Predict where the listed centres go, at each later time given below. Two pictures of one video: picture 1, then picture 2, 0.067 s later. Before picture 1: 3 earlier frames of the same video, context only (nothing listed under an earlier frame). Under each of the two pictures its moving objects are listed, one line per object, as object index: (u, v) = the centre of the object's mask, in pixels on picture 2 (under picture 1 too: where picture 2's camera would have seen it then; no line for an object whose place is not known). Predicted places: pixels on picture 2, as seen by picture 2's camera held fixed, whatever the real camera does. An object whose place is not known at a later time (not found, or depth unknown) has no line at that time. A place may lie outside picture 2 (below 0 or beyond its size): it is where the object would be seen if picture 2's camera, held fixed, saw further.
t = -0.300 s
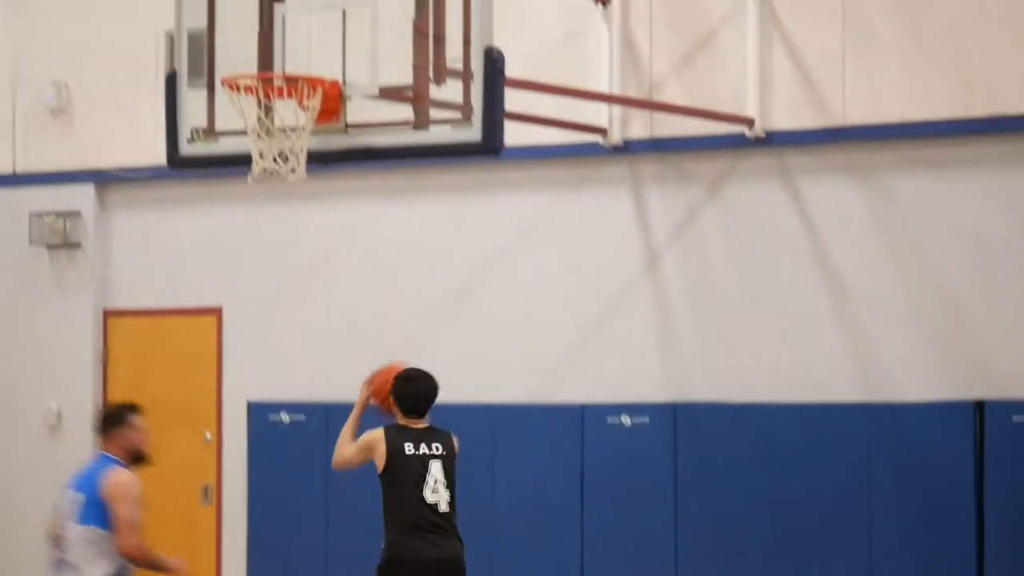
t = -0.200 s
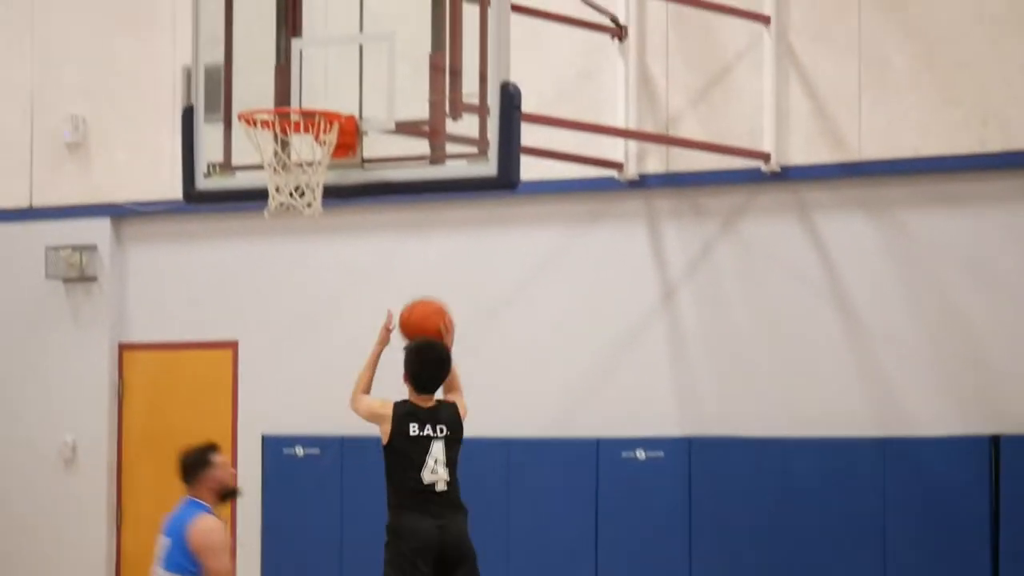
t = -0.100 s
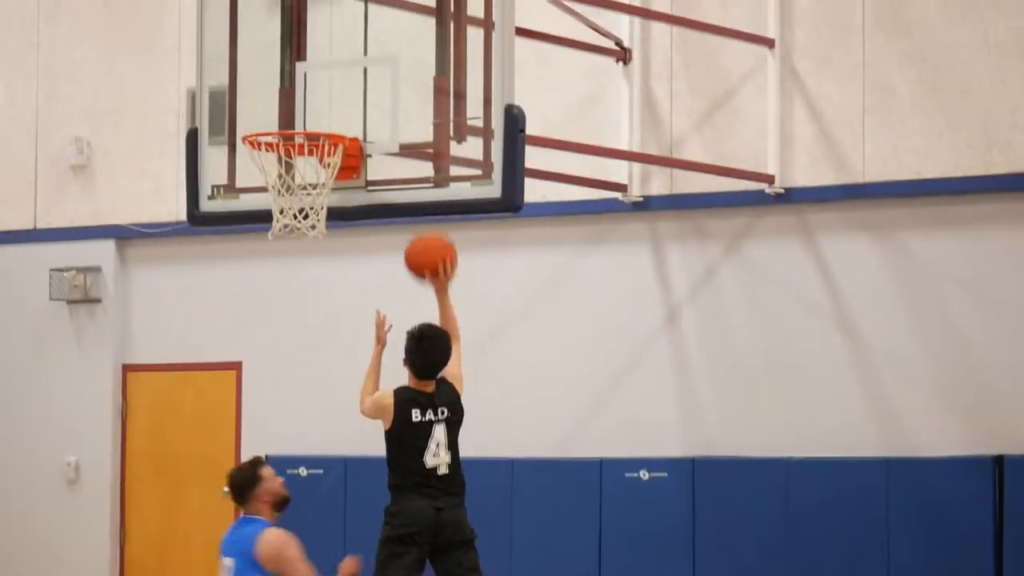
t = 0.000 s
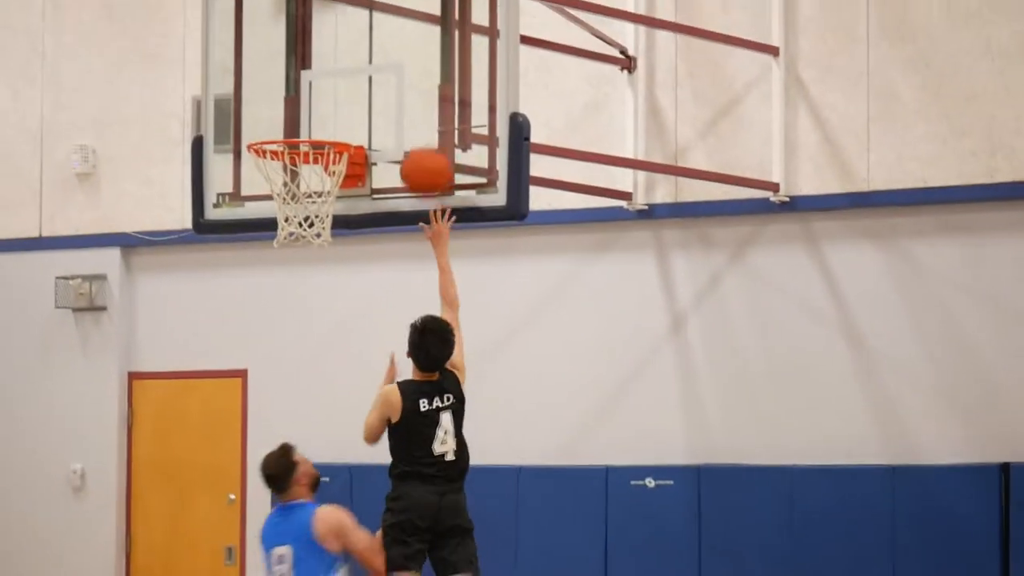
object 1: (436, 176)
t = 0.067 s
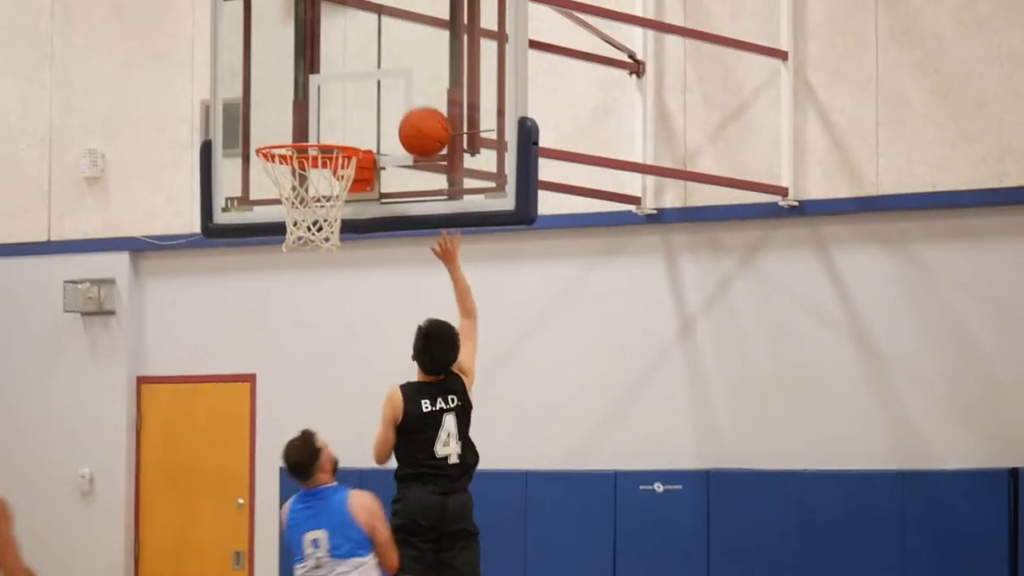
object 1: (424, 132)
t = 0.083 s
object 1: (420, 125)
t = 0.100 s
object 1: (417, 119)
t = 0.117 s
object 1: (412, 114)
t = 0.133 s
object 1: (408, 110)
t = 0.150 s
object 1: (404, 107)
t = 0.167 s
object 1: (401, 104)
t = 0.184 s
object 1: (397, 102)
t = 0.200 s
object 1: (393, 100)
